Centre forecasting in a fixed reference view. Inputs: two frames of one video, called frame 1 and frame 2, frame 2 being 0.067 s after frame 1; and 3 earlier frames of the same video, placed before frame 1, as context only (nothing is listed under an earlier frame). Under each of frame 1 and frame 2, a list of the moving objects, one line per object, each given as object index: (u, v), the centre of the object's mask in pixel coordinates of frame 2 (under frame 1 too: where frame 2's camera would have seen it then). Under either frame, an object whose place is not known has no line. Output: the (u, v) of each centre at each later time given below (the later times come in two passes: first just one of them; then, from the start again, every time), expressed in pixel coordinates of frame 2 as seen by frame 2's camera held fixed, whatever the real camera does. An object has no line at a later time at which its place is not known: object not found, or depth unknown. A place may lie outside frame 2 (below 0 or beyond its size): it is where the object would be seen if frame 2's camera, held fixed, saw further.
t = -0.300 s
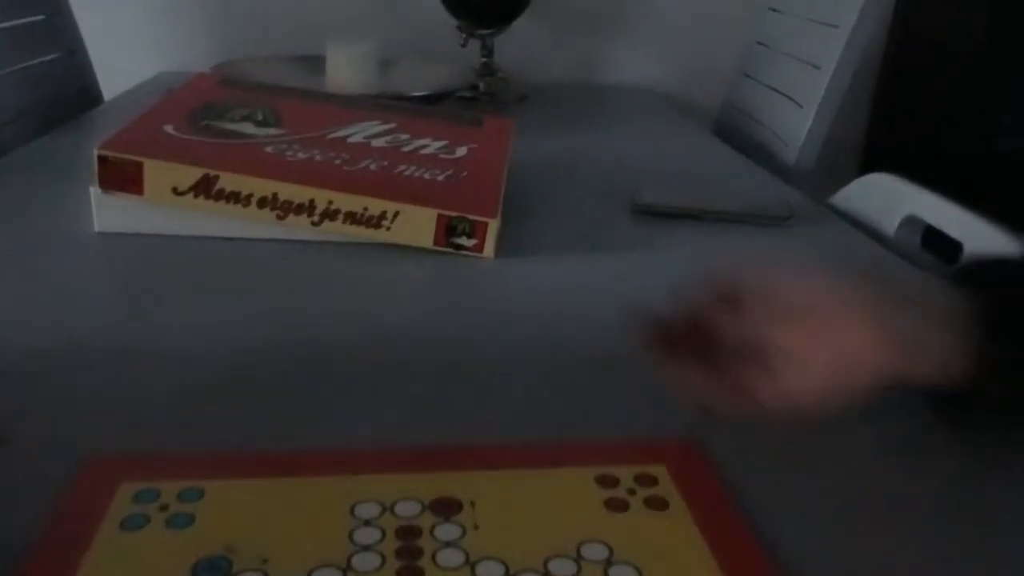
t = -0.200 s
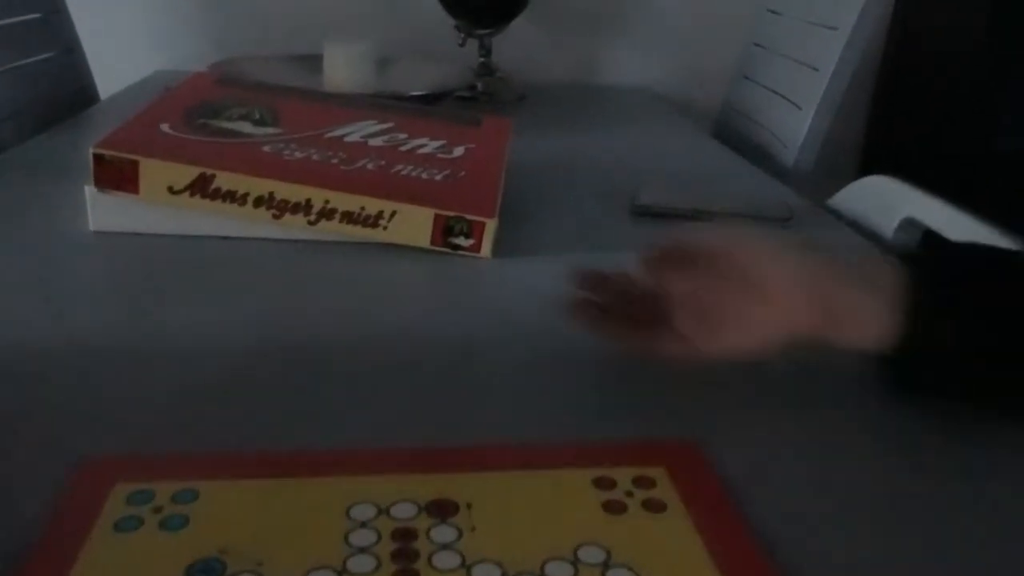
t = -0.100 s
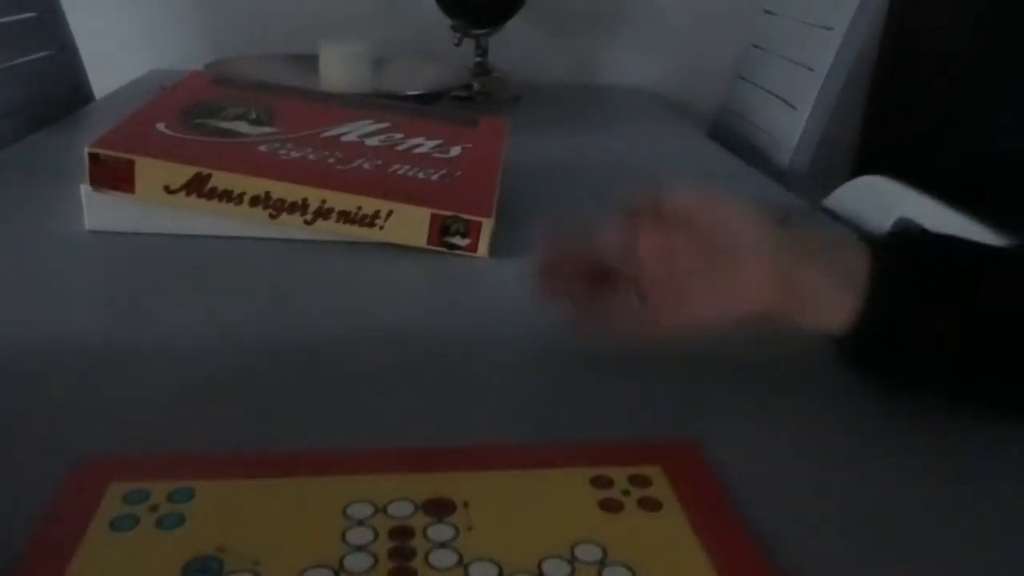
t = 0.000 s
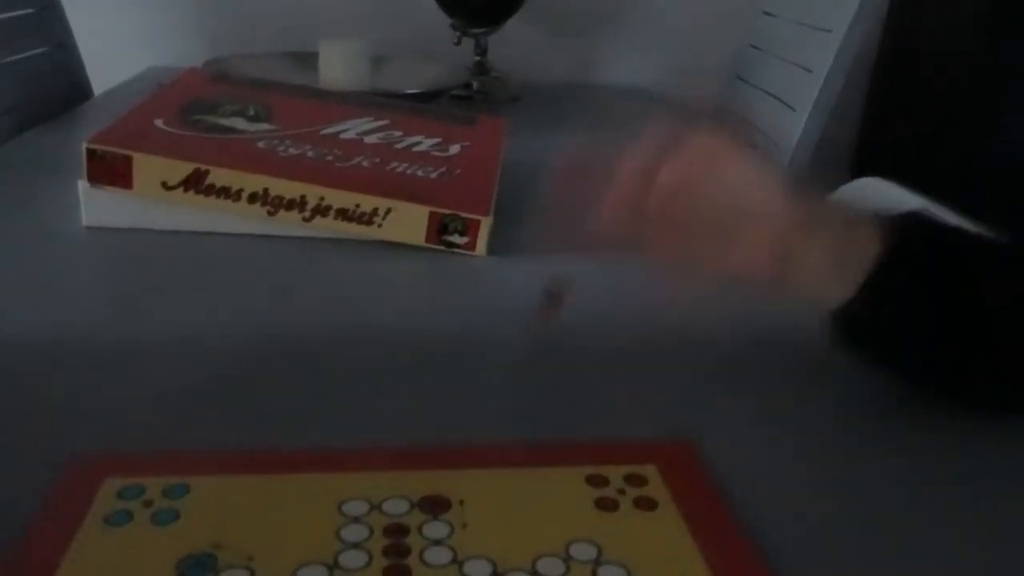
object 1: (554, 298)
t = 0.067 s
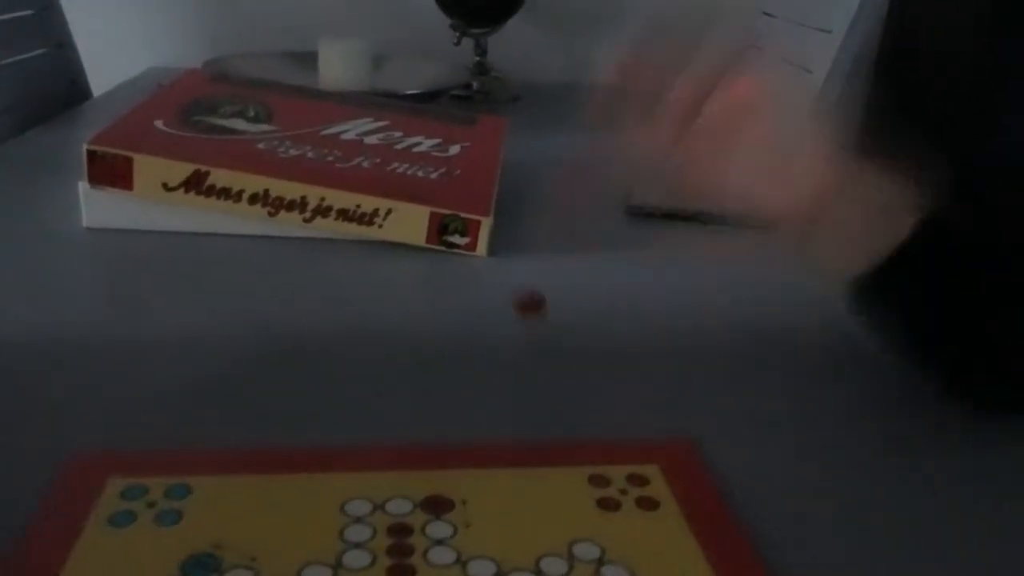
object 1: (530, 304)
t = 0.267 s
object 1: (480, 341)
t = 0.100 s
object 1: (523, 300)
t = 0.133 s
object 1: (515, 307)
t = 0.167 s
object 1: (502, 330)
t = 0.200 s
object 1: (495, 330)
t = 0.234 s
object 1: (488, 329)
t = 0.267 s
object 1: (480, 341)
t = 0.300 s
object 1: (473, 360)
